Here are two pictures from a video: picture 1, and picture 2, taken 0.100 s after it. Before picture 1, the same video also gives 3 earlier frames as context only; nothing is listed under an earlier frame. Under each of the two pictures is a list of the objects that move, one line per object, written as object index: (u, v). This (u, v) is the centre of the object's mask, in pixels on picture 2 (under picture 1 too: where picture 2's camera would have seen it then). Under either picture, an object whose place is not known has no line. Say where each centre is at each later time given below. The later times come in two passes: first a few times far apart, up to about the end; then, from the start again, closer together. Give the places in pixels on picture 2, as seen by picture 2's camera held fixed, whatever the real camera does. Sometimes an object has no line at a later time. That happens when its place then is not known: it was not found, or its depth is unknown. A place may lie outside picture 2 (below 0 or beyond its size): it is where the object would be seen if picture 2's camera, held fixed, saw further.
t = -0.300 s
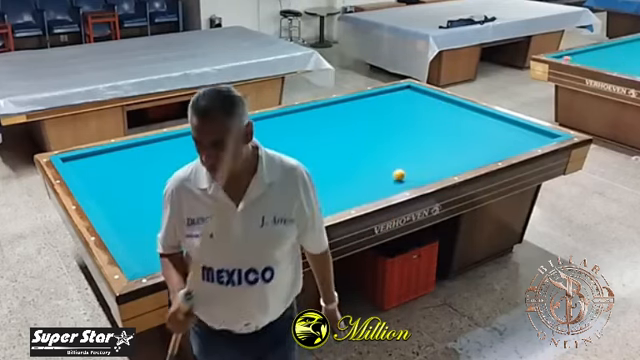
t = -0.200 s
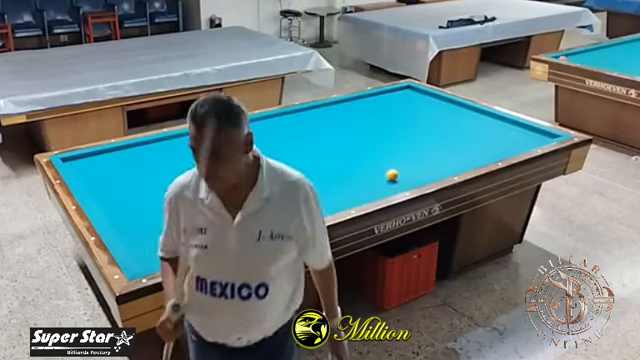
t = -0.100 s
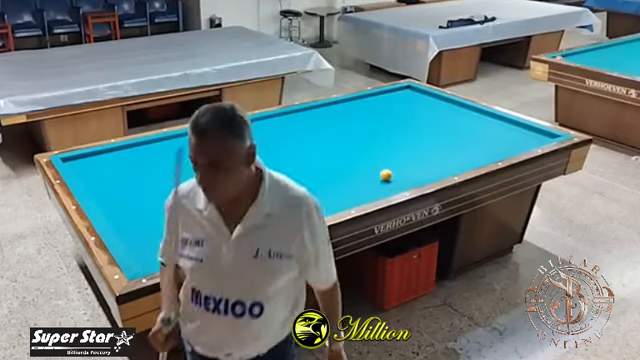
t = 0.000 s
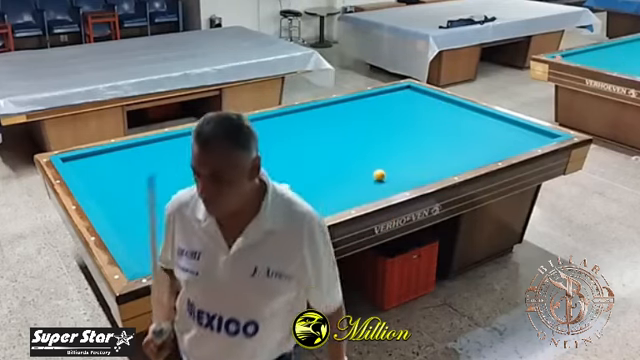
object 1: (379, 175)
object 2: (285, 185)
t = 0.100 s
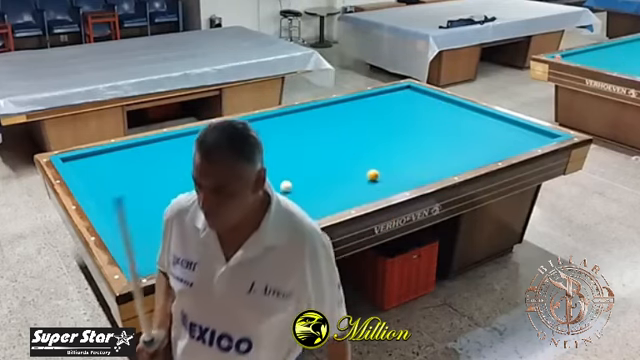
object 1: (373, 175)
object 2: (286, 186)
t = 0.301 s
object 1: (360, 175)
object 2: (290, 181)
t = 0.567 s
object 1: (345, 175)
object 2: (294, 175)
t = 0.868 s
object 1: (328, 175)
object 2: (299, 170)
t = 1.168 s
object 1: (312, 175)
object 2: (304, 164)
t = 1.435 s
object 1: (298, 175)
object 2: (307, 159)
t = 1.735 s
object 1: (284, 175)
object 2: (311, 154)
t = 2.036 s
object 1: (270, 175)
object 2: (314, 150)
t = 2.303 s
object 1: (259, 175)
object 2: (317, 147)
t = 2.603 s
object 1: (248, 175)
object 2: (319, 143)
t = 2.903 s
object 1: (237, 175)
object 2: (322, 140)
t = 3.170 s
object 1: (227, 175)
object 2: (323, 138)
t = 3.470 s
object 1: (217, 175)
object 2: (326, 135)
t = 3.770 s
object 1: (208, 175)
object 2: (327, 132)
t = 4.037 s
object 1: (200, 175)
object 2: (329, 130)
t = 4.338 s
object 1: (192, 175)
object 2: (330, 128)
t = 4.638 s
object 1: (185, 175)
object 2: (332, 126)
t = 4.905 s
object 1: (179, 175)
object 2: (333, 125)
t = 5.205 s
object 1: (174, 175)
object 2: (334, 123)
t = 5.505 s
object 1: (170, 175)
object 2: (335, 122)
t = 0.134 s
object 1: (371, 175)
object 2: (286, 185)
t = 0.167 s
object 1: (369, 175)
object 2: (287, 184)
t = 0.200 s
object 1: (366, 175)
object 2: (288, 184)
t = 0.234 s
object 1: (365, 175)
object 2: (288, 183)
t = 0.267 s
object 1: (362, 175)
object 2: (289, 182)
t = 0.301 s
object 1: (360, 175)
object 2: (290, 181)
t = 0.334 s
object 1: (358, 175)
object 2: (290, 181)
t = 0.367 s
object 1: (356, 175)
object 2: (291, 180)
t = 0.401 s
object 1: (355, 175)
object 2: (292, 179)
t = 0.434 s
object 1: (352, 175)
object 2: (292, 179)
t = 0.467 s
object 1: (351, 175)
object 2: (293, 178)
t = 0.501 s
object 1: (348, 175)
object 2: (293, 177)
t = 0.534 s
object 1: (347, 175)
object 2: (294, 176)
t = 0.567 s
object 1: (345, 175)
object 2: (294, 175)
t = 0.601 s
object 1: (343, 175)
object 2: (295, 175)
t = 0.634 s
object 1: (341, 175)
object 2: (296, 174)
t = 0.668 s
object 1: (339, 175)
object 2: (296, 173)
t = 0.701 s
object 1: (337, 175)
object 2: (297, 172)
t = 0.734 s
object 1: (335, 175)
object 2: (297, 172)
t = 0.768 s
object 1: (333, 175)
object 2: (298, 171)
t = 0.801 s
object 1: (331, 175)
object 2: (298, 171)
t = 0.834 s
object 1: (330, 175)
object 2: (299, 170)
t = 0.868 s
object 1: (328, 175)
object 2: (299, 170)
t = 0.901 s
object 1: (326, 175)
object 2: (300, 169)
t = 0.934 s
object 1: (324, 175)
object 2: (300, 168)
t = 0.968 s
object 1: (322, 175)
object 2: (301, 168)
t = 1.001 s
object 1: (321, 175)
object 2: (301, 167)
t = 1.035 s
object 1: (319, 175)
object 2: (302, 166)
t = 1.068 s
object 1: (317, 175)
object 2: (302, 166)
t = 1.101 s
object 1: (315, 175)
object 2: (303, 165)
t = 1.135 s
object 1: (314, 175)
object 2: (303, 165)
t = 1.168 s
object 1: (312, 175)
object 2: (304, 164)
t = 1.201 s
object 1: (310, 175)
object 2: (304, 163)
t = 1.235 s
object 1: (309, 175)
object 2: (304, 163)
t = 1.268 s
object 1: (307, 175)
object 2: (305, 162)
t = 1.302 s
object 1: (305, 175)
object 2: (305, 162)
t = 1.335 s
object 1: (304, 175)
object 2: (306, 161)
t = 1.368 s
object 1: (302, 175)
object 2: (306, 161)
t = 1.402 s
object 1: (300, 175)
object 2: (307, 160)
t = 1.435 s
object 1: (298, 175)
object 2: (307, 159)
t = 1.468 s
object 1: (297, 175)
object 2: (308, 159)
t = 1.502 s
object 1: (295, 175)
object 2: (308, 158)
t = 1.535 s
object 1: (294, 175)
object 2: (308, 158)
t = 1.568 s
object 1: (292, 175)
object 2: (309, 157)
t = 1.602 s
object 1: (290, 175)
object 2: (309, 157)
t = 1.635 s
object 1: (289, 175)
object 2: (310, 156)
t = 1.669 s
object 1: (287, 175)
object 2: (310, 156)
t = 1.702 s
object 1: (285, 175)
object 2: (310, 155)
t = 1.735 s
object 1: (284, 175)
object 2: (311, 154)
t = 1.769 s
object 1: (282, 175)
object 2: (311, 154)
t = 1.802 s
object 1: (281, 175)
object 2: (312, 154)
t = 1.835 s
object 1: (279, 175)
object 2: (312, 153)
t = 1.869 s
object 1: (278, 175)
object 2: (312, 153)
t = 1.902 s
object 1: (276, 175)
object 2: (313, 152)
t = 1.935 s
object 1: (275, 175)
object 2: (313, 152)
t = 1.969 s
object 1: (273, 175)
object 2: (313, 151)
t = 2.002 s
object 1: (272, 175)
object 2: (314, 151)
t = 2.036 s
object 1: (270, 175)
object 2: (314, 150)
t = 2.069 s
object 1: (269, 175)
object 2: (314, 150)
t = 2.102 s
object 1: (267, 175)
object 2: (315, 149)
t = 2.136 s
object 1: (266, 175)
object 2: (315, 149)
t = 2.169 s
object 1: (264, 175)
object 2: (316, 149)
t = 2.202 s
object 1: (263, 175)
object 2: (316, 148)
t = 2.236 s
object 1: (262, 175)
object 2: (316, 148)
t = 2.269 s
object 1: (260, 175)
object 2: (316, 147)
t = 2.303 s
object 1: (259, 175)
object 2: (317, 147)
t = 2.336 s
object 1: (257, 175)
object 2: (317, 146)
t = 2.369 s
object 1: (256, 175)
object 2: (317, 146)
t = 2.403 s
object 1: (255, 175)
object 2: (318, 145)
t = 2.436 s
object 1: (255, 175)
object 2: (318, 145)
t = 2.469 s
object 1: (253, 175)
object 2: (318, 145)
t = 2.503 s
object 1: (252, 175)
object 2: (318, 145)
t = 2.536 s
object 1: (251, 175)
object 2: (319, 144)
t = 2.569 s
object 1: (249, 175)
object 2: (319, 144)
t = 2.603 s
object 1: (248, 175)
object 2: (319, 143)
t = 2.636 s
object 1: (247, 175)
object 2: (319, 143)
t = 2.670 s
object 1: (246, 175)
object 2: (320, 143)
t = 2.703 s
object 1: (244, 175)
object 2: (320, 142)
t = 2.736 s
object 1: (243, 175)
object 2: (320, 142)
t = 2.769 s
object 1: (242, 175)
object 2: (320, 142)
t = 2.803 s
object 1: (240, 175)
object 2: (321, 141)
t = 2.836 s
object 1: (239, 175)
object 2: (321, 141)
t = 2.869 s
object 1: (238, 175)
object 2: (321, 141)
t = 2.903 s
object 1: (237, 175)
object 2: (322, 140)
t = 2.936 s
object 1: (235, 175)
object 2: (322, 140)
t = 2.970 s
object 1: (234, 175)
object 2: (322, 140)
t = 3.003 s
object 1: (233, 175)
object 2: (322, 139)
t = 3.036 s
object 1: (232, 175)
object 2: (323, 139)
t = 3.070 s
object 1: (230, 175)
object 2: (323, 139)
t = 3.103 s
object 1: (229, 175)
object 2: (323, 138)
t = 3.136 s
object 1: (228, 175)
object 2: (323, 138)
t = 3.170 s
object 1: (227, 175)
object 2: (323, 138)
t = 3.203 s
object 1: (226, 175)
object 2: (323, 137)
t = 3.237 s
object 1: (225, 175)
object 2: (324, 137)
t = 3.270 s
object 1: (224, 175)
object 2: (324, 136)
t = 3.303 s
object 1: (222, 175)
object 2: (325, 136)
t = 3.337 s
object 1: (221, 175)
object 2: (324, 136)
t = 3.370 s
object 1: (220, 175)
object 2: (325, 136)
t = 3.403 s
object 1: (219, 175)
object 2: (325, 135)
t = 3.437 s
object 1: (218, 175)
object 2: (325, 135)
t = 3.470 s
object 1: (217, 175)
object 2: (326, 135)
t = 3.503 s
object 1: (216, 175)
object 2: (326, 134)
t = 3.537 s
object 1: (215, 175)
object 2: (326, 134)
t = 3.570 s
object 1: (214, 175)
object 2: (326, 134)
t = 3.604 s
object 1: (213, 175)
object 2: (326, 134)
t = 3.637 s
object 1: (212, 175)
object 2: (327, 133)
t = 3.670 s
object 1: (211, 175)
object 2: (327, 133)
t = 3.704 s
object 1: (210, 175)
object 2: (327, 133)
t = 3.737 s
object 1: (209, 175)
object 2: (327, 133)
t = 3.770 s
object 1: (208, 175)
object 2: (327, 132)
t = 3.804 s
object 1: (207, 175)
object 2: (327, 132)
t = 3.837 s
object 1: (205, 175)
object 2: (328, 132)
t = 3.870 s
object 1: (204, 175)
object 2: (328, 131)
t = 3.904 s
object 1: (203, 175)
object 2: (328, 131)
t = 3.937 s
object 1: (202, 175)
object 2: (328, 131)
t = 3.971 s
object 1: (201, 175)
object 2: (328, 131)
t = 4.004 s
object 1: (200, 175)
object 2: (329, 130)
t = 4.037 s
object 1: (200, 175)
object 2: (329, 130)
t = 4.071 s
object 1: (198, 175)
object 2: (329, 130)
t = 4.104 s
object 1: (198, 175)
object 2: (329, 130)
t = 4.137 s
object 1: (197, 175)
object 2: (329, 129)
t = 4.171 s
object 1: (196, 175)
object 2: (330, 129)
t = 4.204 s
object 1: (195, 175)
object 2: (330, 129)
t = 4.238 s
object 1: (194, 175)
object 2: (330, 128)
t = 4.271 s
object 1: (193, 175)
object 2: (330, 128)
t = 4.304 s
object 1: (193, 175)
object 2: (330, 128)
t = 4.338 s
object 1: (192, 175)
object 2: (330, 128)
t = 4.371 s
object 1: (191, 175)
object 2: (330, 128)
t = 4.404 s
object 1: (190, 175)
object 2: (330, 128)
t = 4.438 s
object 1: (189, 175)
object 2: (331, 127)
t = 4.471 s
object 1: (189, 175)
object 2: (331, 127)
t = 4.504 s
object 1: (188, 175)
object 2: (331, 127)
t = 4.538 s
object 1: (187, 175)
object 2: (331, 126)
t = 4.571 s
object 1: (187, 175)
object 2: (332, 126)
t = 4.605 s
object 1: (186, 175)
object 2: (332, 126)
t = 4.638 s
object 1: (185, 175)
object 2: (332, 126)
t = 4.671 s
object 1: (184, 175)
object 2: (332, 126)
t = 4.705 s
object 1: (184, 175)
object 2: (332, 126)
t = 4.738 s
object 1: (183, 175)
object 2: (332, 126)
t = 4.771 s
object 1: (182, 175)
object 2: (332, 125)
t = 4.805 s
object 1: (182, 175)
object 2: (332, 125)
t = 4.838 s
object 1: (181, 175)
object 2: (332, 125)
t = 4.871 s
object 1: (180, 175)
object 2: (333, 125)
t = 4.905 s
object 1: (179, 175)
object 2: (333, 125)
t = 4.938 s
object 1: (179, 175)
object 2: (333, 124)
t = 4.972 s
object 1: (178, 175)
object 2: (333, 124)
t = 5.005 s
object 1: (178, 175)
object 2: (333, 124)
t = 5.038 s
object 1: (177, 175)
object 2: (333, 124)
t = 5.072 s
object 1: (176, 175)
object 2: (334, 124)
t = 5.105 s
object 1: (176, 175)
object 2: (334, 124)
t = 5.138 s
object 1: (175, 175)
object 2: (334, 123)
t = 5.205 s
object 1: (174, 175)
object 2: (334, 123)
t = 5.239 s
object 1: (174, 175)
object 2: (334, 123)
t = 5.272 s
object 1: (173, 175)
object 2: (334, 123)
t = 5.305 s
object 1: (173, 175)
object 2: (334, 123)
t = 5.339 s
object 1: (172, 175)
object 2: (334, 122)
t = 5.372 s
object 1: (172, 175)
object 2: (334, 122)
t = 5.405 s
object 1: (171, 175)
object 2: (334, 122)
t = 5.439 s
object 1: (171, 175)
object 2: (335, 122)
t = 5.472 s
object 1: (170, 175)
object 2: (335, 122)
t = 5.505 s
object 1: (170, 175)
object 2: (335, 122)
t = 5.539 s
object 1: (169, 175)
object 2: (335, 122)
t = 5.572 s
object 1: (169, 175)
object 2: (335, 122)
